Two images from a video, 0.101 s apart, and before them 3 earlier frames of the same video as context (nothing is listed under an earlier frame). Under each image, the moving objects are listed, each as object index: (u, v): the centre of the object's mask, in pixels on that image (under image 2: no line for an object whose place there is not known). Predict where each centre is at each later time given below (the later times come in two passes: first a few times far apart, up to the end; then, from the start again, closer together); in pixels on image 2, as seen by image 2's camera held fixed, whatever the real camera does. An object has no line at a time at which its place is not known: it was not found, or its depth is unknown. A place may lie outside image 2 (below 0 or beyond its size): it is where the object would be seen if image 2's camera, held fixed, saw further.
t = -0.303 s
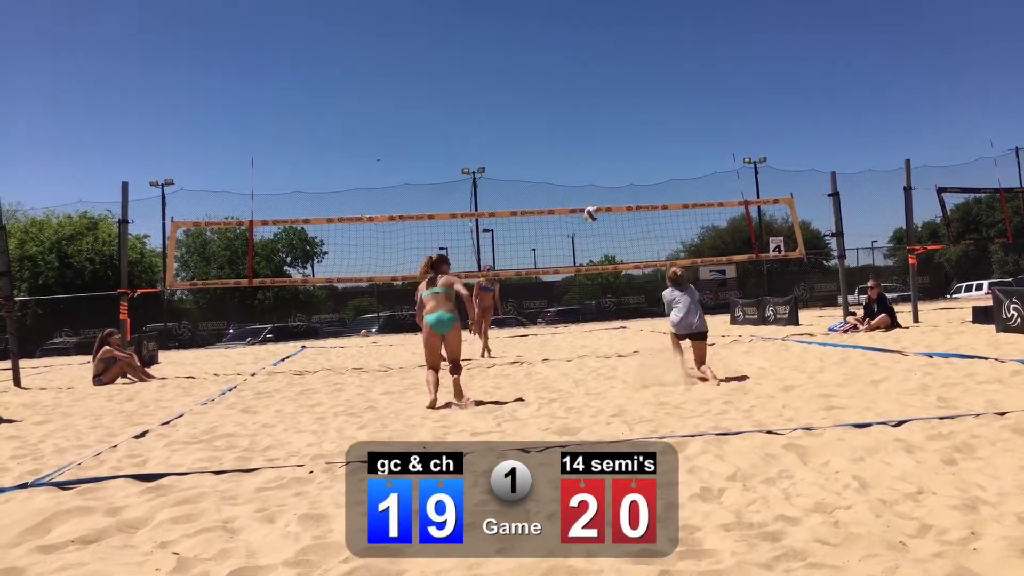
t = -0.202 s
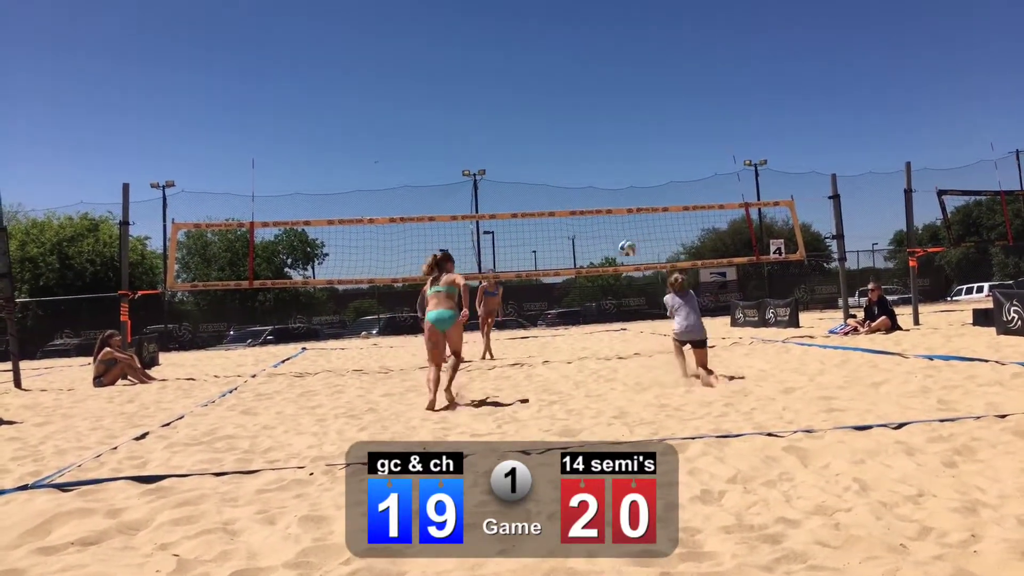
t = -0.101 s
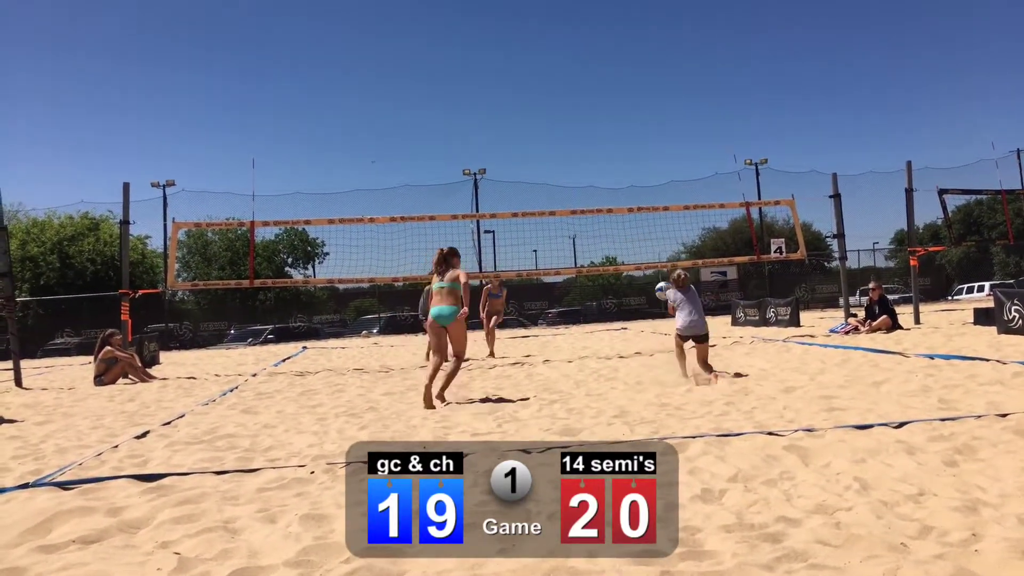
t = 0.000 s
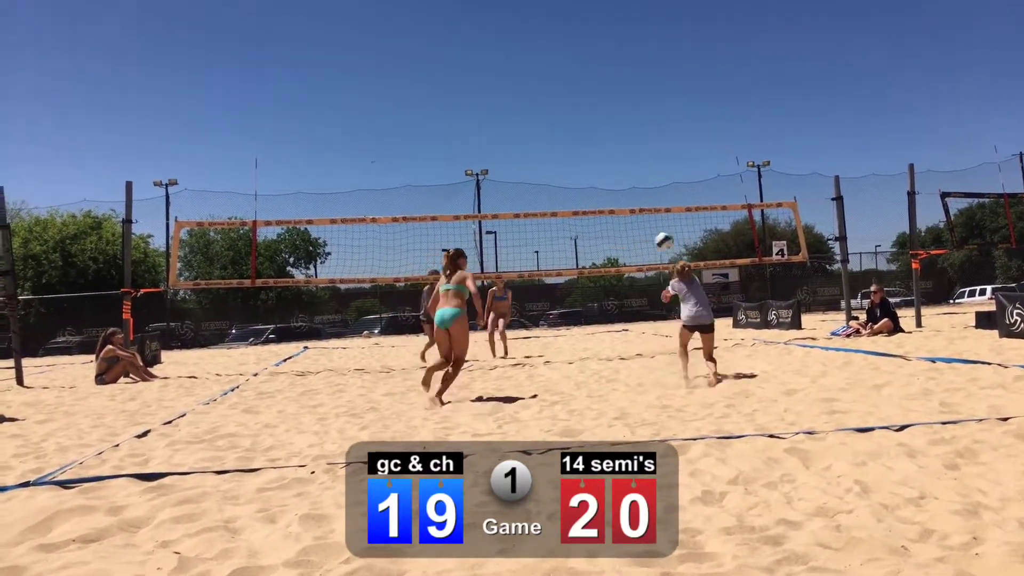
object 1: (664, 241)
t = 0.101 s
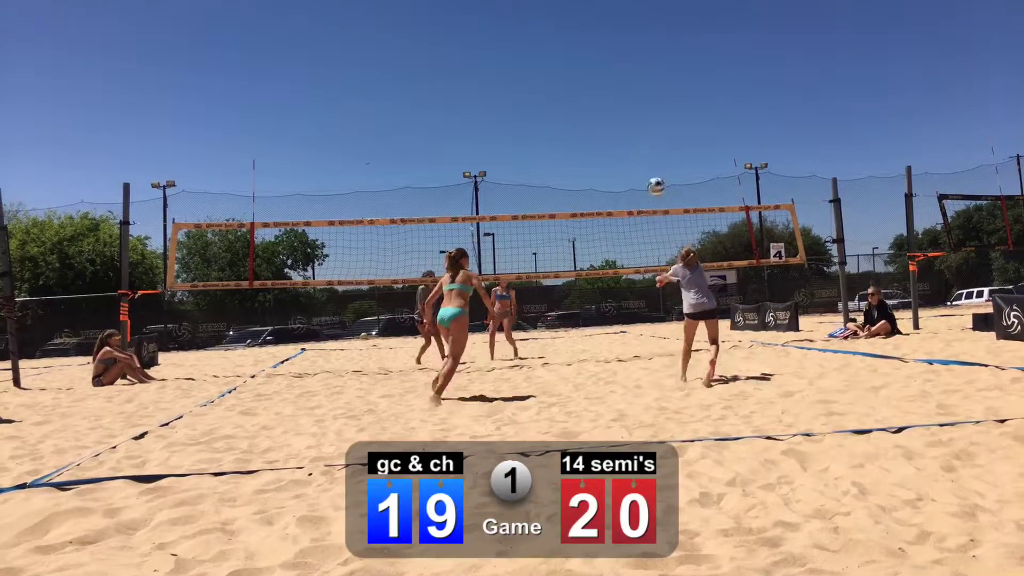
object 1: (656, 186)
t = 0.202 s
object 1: (651, 140)
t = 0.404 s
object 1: (640, 71)
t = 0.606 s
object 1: (633, 34)
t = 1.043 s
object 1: (622, 60)
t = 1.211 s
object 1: (621, 105)
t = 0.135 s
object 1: (654, 170)
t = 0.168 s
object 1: (651, 154)
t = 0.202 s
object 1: (651, 140)
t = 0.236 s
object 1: (649, 127)
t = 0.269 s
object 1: (647, 114)
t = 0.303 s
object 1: (645, 101)
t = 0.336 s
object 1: (644, 90)
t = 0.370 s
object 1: (642, 79)
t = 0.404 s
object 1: (640, 71)
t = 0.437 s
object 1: (639, 63)
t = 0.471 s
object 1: (638, 55)
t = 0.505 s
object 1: (637, 49)
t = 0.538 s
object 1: (636, 42)
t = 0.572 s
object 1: (634, 37)
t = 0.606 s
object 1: (633, 34)
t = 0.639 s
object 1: (631, 31)
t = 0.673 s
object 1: (630, 29)
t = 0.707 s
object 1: (628, 28)
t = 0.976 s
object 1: (622, 46)
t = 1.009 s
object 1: (622, 52)
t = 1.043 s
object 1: (622, 60)
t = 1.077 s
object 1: (622, 67)
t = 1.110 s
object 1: (622, 76)
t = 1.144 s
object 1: (622, 85)
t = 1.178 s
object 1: (622, 95)
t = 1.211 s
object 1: (621, 105)
